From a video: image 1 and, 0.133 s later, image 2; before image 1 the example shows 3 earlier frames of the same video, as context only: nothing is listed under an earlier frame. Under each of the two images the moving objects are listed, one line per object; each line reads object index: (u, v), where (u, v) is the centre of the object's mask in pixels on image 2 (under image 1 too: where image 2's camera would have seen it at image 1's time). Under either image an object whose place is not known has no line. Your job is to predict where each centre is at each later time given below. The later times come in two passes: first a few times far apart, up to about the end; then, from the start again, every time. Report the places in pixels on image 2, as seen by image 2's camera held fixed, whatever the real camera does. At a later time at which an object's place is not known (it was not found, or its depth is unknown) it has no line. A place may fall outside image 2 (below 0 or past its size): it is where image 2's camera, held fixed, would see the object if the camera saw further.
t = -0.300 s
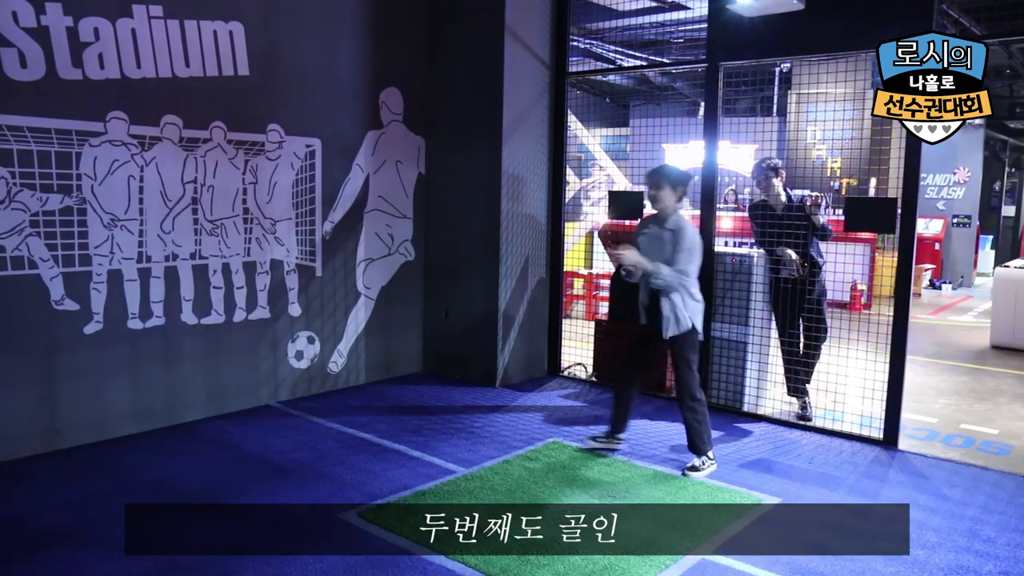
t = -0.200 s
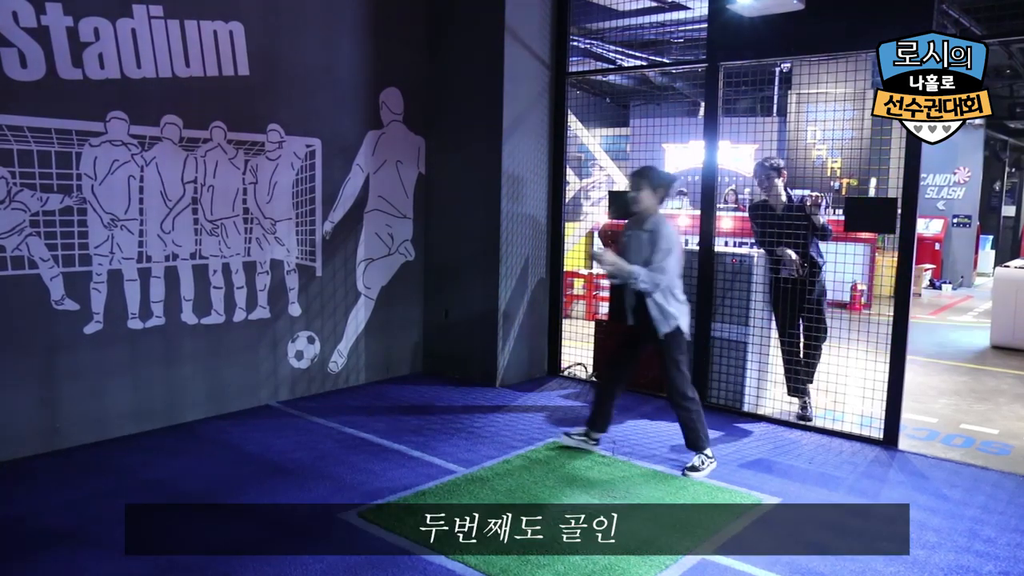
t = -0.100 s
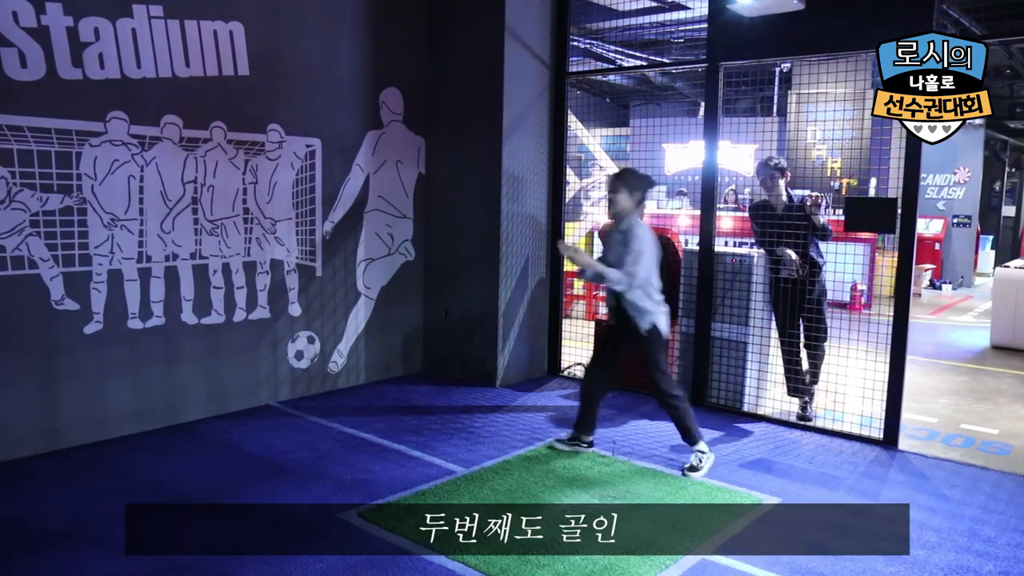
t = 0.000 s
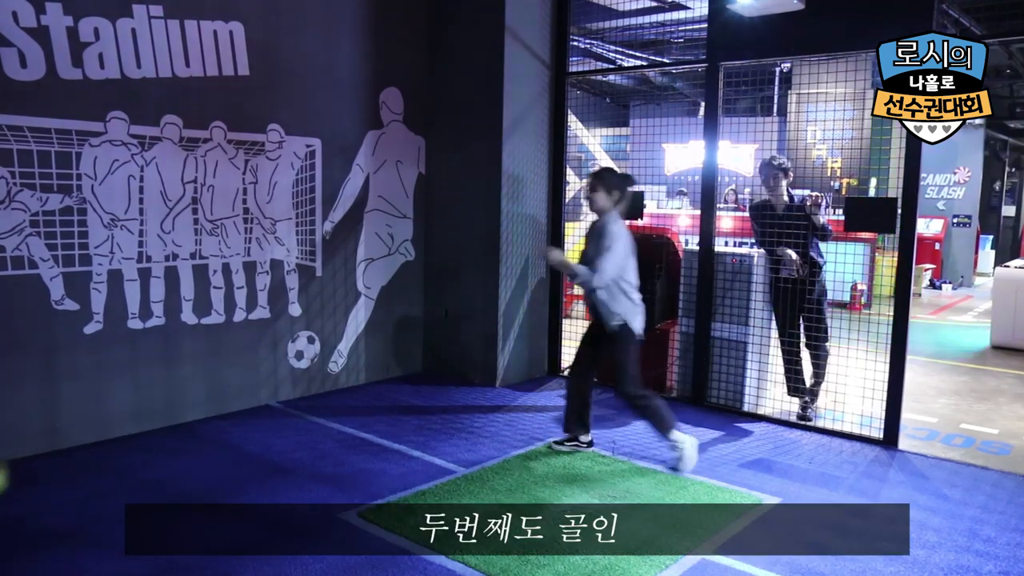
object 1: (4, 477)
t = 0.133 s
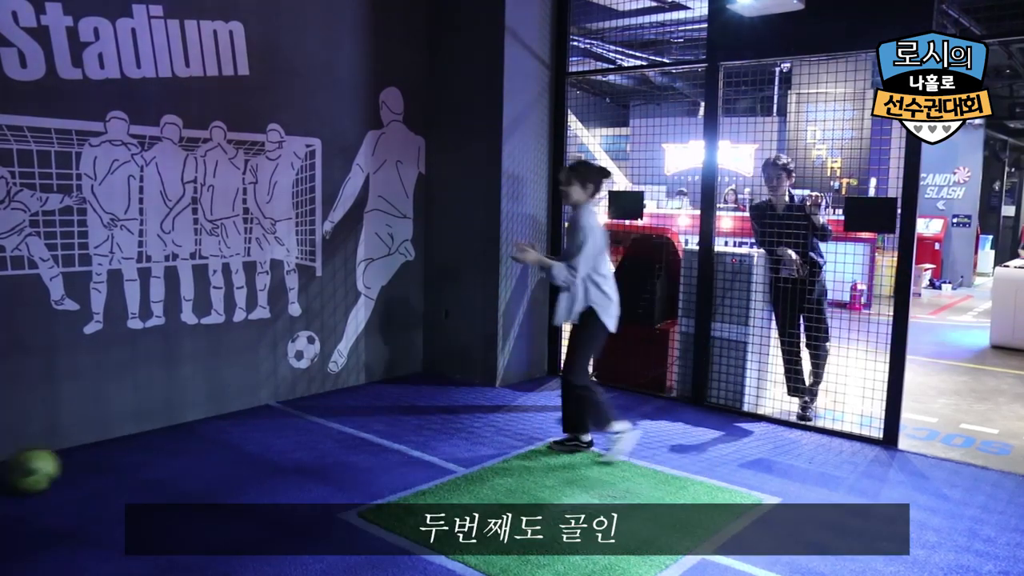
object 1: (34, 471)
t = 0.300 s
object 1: (91, 458)
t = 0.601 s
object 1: (180, 439)
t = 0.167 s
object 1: (45, 468)
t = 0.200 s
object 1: (58, 465)
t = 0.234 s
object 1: (70, 463)
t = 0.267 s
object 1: (80, 460)
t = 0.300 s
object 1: (91, 458)
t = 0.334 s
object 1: (102, 456)
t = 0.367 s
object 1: (113, 454)
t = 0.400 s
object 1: (123, 452)
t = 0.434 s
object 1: (134, 449)
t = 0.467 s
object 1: (144, 447)
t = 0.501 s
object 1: (153, 444)
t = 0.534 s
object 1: (162, 443)
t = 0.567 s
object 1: (171, 442)
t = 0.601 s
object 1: (180, 439)
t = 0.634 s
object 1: (189, 437)
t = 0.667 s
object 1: (198, 436)
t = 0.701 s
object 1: (206, 434)
